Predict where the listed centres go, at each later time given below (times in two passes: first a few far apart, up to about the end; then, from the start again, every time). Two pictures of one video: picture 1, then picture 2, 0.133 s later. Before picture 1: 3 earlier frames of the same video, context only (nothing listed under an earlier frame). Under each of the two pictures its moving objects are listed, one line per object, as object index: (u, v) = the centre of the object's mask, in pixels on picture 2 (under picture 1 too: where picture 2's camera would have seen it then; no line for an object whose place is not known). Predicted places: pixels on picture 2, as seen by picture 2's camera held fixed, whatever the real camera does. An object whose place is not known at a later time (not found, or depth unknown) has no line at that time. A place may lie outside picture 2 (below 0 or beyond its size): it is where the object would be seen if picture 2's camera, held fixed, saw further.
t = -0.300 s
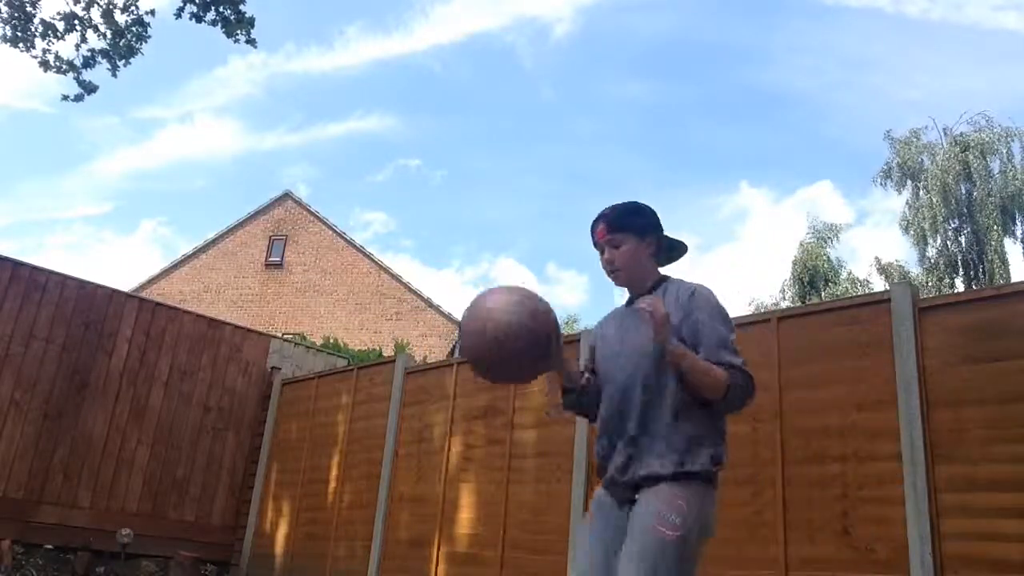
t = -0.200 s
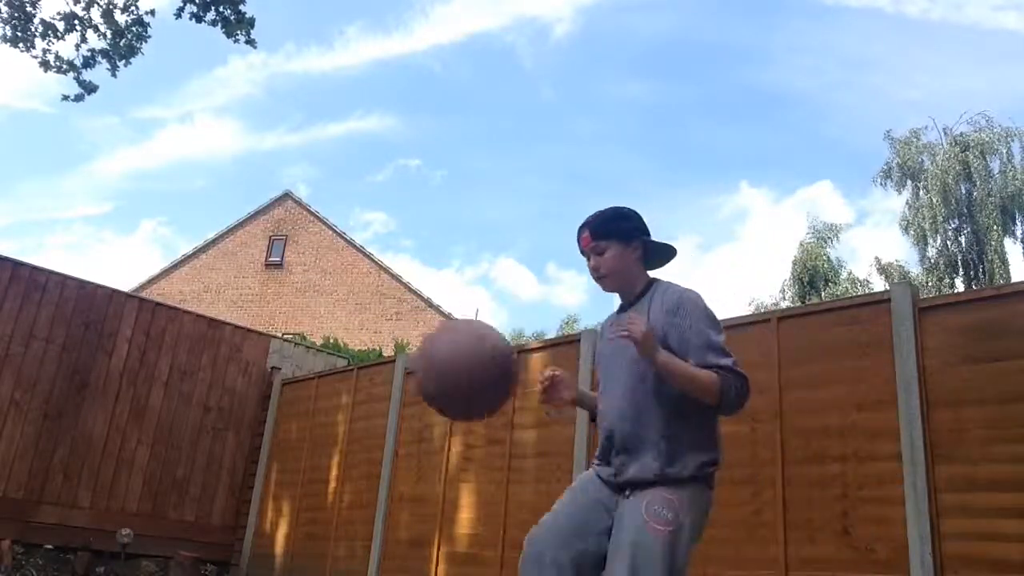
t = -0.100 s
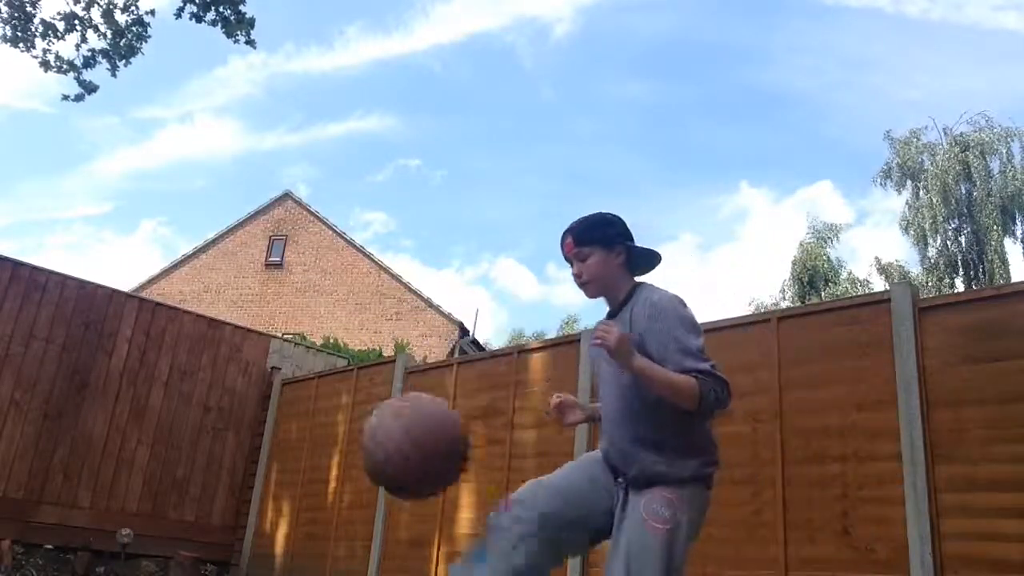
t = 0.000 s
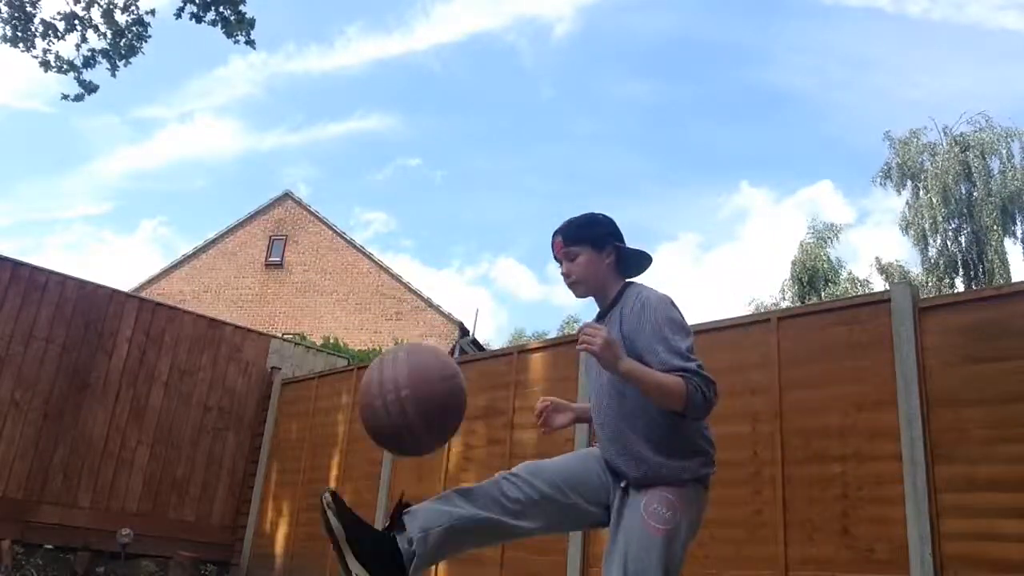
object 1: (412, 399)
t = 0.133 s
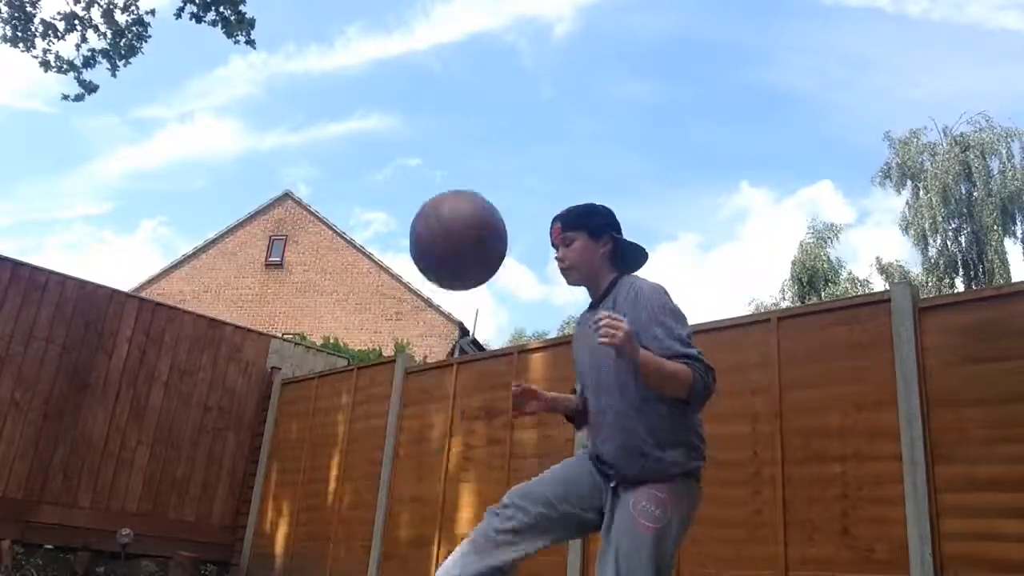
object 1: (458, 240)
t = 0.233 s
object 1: (482, 181)
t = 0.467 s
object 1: (519, 186)
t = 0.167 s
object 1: (467, 216)
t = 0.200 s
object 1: (475, 196)
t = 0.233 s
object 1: (482, 181)
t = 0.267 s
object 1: (489, 171)
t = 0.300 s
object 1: (495, 164)
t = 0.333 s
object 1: (500, 161)
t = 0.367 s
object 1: (505, 162)
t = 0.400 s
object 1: (510, 167)
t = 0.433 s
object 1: (515, 174)
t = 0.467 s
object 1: (519, 186)
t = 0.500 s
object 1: (522, 201)
